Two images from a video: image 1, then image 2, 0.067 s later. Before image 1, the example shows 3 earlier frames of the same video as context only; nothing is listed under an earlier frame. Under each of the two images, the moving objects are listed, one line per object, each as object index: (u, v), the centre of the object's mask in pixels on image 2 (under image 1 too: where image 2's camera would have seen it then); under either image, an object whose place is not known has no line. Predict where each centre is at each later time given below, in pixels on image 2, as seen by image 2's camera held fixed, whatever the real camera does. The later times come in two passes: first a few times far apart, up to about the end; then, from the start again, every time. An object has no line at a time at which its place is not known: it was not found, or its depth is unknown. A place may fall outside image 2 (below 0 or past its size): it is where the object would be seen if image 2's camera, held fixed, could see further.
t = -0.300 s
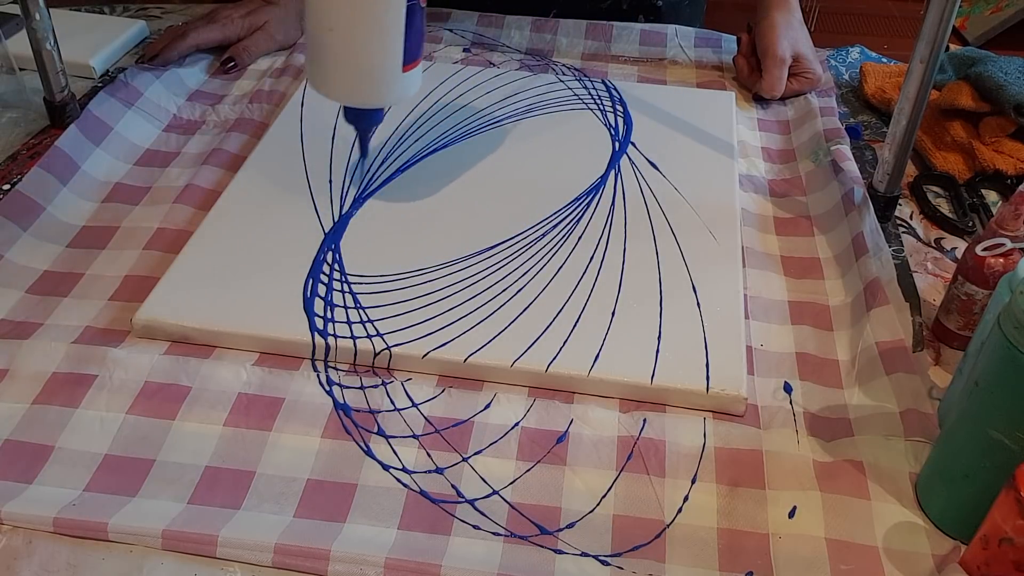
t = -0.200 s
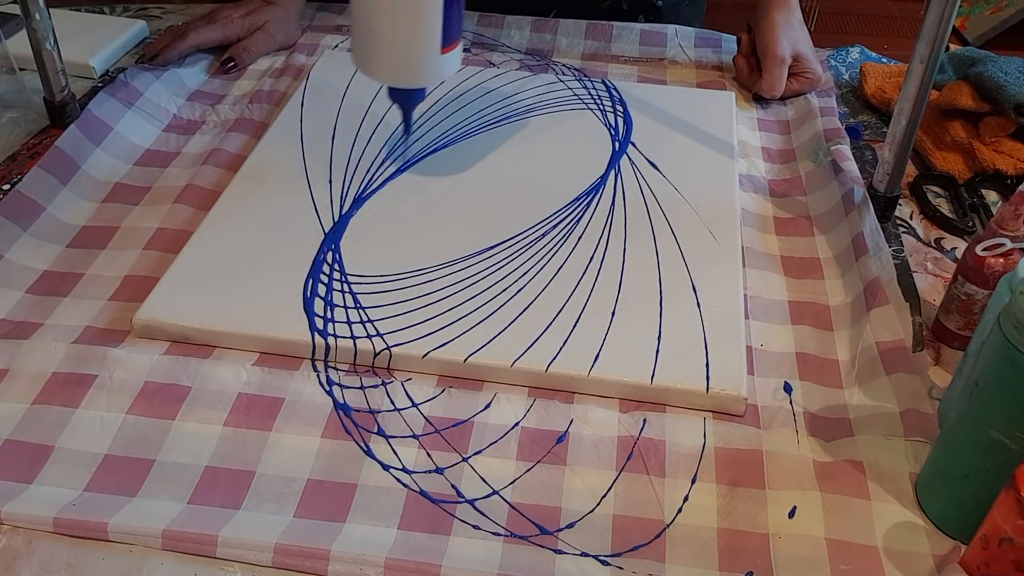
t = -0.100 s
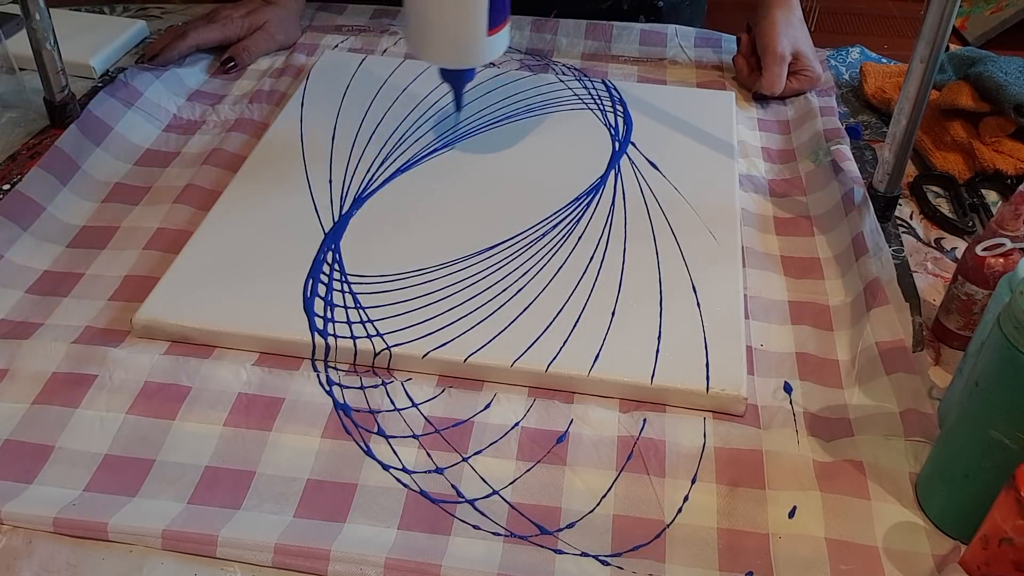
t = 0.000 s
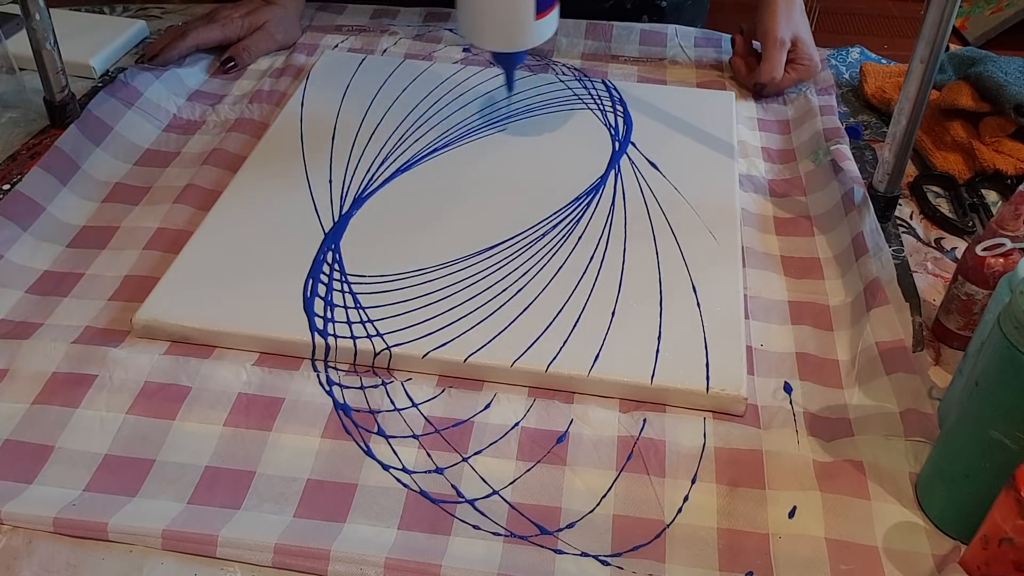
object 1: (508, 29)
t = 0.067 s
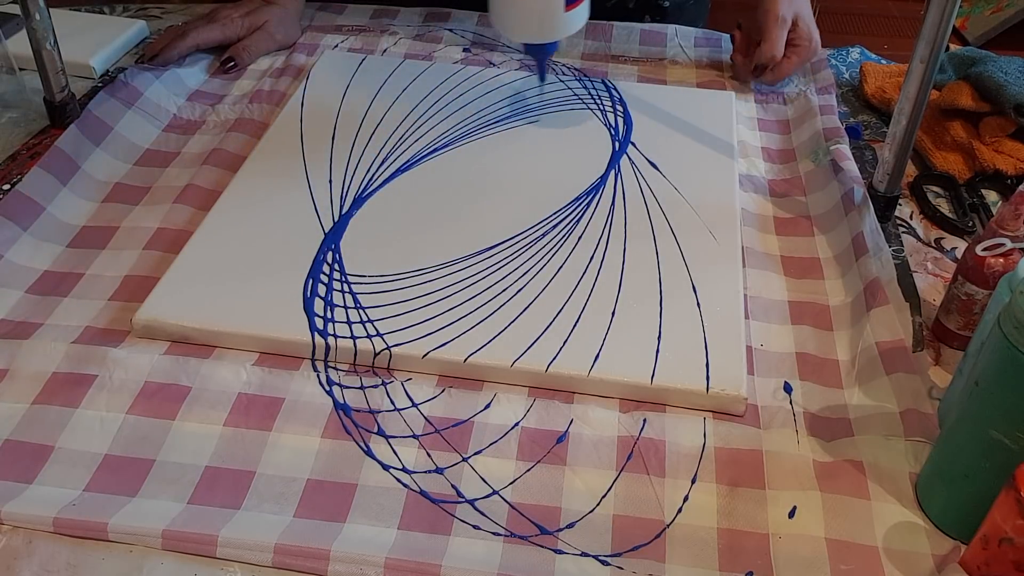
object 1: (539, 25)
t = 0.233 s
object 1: (599, 22)
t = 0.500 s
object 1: (615, 40)
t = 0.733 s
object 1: (531, 70)
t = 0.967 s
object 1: (401, 83)
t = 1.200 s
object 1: (334, 72)
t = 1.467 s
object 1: (400, 49)
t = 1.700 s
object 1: (515, 30)
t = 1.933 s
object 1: (602, 24)
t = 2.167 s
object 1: (617, 41)
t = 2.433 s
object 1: (523, 71)
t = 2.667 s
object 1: (396, 81)
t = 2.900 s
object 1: (338, 69)
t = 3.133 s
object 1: (394, 50)
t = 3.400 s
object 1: (521, 30)
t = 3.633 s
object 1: (605, 27)
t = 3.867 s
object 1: (613, 43)
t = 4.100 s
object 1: (532, 69)
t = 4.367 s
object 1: (391, 79)
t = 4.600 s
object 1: (341, 66)
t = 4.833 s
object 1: (401, 48)
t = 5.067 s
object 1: (512, 32)
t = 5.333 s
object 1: (606, 29)
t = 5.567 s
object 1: (609, 45)
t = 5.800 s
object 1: (523, 70)
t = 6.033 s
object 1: (402, 78)
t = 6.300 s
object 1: (345, 64)
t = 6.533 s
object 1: (410, 46)
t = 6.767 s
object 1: (518, 32)
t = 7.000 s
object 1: (600, 30)
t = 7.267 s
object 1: (604, 47)
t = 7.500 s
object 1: (516, 70)
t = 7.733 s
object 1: (398, 76)
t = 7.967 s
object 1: (349, 64)
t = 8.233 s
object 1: (418, 45)
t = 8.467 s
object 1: (524, 33)
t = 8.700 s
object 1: (602, 32)
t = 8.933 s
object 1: (605, 47)
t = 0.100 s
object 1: (553, 23)
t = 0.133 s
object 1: (567, 23)
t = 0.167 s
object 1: (578, 22)
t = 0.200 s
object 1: (589, 22)
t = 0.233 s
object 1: (599, 22)
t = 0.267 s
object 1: (607, 23)
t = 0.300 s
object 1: (614, 24)
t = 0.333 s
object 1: (619, 26)
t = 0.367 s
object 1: (622, 28)
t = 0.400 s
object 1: (624, 31)
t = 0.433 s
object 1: (623, 33)
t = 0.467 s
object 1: (620, 37)
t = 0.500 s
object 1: (615, 40)
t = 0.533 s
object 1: (608, 45)
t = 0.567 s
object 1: (600, 49)
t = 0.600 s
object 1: (590, 53)
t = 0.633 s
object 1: (577, 57)
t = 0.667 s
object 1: (563, 62)
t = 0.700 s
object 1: (547, 66)
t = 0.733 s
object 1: (531, 70)
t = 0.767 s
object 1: (513, 73)
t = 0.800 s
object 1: (494, 76)
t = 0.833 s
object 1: (475, 78)
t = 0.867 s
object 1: (456, 80)
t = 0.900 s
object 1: (437, 82)
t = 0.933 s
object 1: (419, 83)
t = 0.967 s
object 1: (401, 83)
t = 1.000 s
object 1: (385, 83)
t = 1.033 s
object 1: (371, 82)
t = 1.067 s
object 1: (358, 80)
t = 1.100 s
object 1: (348, 78)
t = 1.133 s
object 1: (341, 77)
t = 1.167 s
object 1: (336, 74)
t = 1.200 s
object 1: (334, 72)
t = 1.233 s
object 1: (334, 70)
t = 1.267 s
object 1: (337, 67)
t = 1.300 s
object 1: (343, 64)
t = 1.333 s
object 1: (351, 62)
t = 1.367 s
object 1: (361, 58)
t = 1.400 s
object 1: (373, 55)
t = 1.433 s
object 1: (386, 52)
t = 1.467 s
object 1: (400, 49)
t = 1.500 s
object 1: (416, 46)
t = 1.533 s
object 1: (432, 43)
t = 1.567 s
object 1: (448, 40)
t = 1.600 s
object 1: (465, 37)
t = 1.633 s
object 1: (482, 35)
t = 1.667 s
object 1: (498, 32)
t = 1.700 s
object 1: (515, 30)
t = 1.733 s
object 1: (530, 28)
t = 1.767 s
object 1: (544, 27)
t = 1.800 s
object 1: (559, 25)
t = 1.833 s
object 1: (571, 24)
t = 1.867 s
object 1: (583, 24)
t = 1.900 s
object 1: (593, 24)
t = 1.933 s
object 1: (602, 24)
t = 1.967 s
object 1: (609, 26)
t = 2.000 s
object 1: (616, 27)
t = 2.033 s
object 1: (620, 29)
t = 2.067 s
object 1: (622, 31)
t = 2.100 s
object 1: (622, 33)
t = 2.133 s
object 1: (620, 36)
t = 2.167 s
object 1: (617, 41)
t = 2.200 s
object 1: (611, 44)
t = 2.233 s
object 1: (604, 48)
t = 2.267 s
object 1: (594, 52)
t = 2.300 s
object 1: (583, 56)
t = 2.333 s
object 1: (570, 60)
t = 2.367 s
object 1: (556, 64)
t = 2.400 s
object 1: (540, 67)
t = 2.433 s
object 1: (523, 71)
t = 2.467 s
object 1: (505, 74)
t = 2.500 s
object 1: (486, 76)
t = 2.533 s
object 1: (468, 78)
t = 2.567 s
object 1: (449, 80)
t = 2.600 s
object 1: (430, 81)
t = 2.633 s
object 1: (413, 81)
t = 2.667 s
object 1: (396, 81)
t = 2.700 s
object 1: (381, 81)
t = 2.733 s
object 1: (368, 79)
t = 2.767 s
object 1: (357, 76)
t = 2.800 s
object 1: (348, 76)
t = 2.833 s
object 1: (342, 74)
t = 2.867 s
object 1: (339, 72)
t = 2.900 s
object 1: (338, 69)
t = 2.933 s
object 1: (339, 67)
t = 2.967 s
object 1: (343, 64)
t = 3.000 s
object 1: (350, 61)
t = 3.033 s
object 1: (358, 58)
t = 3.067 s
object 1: (368, 55)
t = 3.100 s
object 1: (380, 53)
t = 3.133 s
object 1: (394, 50)
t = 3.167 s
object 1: (408, 46)
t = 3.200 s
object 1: (424, 44)
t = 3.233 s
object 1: (440, 42)
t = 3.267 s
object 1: (456, 39)
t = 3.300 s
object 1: (473, 37)
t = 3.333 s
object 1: (489, 34)
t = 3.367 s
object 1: (505, 32)
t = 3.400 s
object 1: (521, 30)
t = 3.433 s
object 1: (536, 29)
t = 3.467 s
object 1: (550, 28)
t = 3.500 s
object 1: (564, 26)
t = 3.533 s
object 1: (576, 26)
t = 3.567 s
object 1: (587, 26)
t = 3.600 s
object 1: (596, 27)
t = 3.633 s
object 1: (605, 27)
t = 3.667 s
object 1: (611, 28)
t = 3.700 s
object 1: (616, 30)
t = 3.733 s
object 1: (619, 32)
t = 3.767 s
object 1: (621, 34)
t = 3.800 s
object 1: (620, 36)
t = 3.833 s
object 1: (618, 39)
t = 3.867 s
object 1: (613, 43)
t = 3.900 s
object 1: (607, 47)
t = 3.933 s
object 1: (598, 50)
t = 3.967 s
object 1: (588, 54)
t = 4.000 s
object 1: (577, 58)
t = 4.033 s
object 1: (563, 61)
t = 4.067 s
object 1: (548, 65)
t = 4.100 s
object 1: (532, 69)
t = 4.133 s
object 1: (515, 72)
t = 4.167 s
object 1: (496, 74)
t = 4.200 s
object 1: (478, 76)
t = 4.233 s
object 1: (459, 77)
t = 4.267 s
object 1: (441, 79)
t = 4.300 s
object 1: (424, 80)
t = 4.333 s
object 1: (407, 80)
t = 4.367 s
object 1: (391, 79)
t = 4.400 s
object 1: (377, 79)
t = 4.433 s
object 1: (365, 77)
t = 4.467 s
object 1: (355, 74)
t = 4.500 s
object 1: (348, 73)
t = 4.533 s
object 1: (343, 71)
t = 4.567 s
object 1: (341, 69)
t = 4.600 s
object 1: (341, 66)
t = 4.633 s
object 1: (343, 64)
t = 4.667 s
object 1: (348, 61)
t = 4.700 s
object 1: (355, 59)
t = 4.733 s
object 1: (365, 56)
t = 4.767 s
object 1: (375, 53)
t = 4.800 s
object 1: (388, 51)
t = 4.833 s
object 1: (401, 48)
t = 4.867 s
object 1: (416, 45)
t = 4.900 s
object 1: (431, 43)
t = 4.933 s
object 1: (448, 40)
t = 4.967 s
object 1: (464, 38)
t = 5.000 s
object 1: (480, 36)
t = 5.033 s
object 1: (496, 34)
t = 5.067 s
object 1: (512, 32)
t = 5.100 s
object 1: (527, 30)
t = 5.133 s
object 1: (542, 29)
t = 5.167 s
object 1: (554, 28)
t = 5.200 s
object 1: (568, 28)
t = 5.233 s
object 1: (579, 28)
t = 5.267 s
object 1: (589, 27)
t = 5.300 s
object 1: (598, 28)
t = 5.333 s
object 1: (606, 29)
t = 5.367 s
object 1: (611, 30)
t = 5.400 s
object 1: (615, 32)
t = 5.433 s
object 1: (618, 34)
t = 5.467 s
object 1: (619, 36)
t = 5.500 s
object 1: (617, 38)
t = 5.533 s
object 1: (614, 42)
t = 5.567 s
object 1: (609, 45)
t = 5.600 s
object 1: (601, 48)
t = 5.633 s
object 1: (592, 52)
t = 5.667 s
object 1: (582, 56)
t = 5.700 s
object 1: (569, 60)
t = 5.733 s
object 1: (555, 63)
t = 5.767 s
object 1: (539, 66)
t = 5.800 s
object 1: (523, 70)
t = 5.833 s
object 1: (506, 72)
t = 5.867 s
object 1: (488, 74)
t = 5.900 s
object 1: (470, 76)
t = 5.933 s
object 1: (452, 77)
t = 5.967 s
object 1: (435, 78)
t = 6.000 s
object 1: (418, 78)
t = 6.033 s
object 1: (402, 78)
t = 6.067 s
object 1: (388, 77)
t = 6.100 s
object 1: (375, 76)
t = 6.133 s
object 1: (364, 75)
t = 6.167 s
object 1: (355, 72)
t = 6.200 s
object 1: (350, 70)
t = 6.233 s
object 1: (346, 68)
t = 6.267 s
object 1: (345, 66)
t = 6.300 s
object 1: (345, 64)
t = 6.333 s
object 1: (349, 61)
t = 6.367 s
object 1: (355, 59)
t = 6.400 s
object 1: (362, 56)
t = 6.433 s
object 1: (372, 54)
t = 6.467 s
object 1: (383, 51)
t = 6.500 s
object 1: (396, 49)
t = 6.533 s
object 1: (410, 46)
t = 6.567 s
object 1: (424, 44)
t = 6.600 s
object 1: (440, 42)
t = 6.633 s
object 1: (455, 39)
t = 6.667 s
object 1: (471, 37)
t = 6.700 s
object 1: (487, 35)
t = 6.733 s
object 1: (503, 34)
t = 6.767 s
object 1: (518, 32)
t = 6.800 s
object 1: (533, 31)
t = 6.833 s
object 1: (547, 30)
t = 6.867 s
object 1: (560, 29)
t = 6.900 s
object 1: (572, 29)
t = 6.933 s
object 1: (582, 29)
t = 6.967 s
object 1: (592, 29)
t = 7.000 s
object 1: (600, 30)
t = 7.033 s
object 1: (607, 31)
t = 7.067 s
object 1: (612, 32)
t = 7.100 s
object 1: (615, 34)
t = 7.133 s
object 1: (617, 36)
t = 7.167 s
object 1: (616, 38)
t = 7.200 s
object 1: (614, 41)
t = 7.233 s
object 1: (610, 44)
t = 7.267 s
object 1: (604, 47)
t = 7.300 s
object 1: (596, 51)
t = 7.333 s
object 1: (586, 54)
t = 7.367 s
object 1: (575, 58)
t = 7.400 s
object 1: (562, 61)
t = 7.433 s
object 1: (548, 64)
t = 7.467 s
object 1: (532, 68)
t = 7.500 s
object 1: (516, 70)
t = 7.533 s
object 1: (499, 72)
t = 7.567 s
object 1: (481, 74)
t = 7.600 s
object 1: (464, 75)
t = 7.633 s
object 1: (446, 76)
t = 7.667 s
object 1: (430, 77)
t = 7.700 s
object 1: (414, 77)
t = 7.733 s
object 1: (398, 76)
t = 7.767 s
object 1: (385, 75)
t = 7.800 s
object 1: (373, 74)
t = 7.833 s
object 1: (364, 71)
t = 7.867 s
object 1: (357, 70)
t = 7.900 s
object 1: (352, 68)
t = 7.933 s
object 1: (349, 66)
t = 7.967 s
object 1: (349, 64)
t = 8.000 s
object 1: (351, 61)
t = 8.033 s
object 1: (355, 59)
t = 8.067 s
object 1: (361, 57)
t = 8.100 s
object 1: (369, 54)
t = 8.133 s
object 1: (379, 52)
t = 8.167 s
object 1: (391, 50)
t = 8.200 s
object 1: (404, 47)
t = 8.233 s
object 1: (418, 45)
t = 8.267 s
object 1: (432, 43)
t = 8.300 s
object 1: (447, 41)
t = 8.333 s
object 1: (463, 39)
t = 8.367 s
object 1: (478, 37)
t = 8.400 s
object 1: (494, 35)
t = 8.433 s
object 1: (509, 34)
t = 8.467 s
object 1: (524, 33)
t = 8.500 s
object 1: (538, 32)
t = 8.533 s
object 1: (552, 31)
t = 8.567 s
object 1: (564, 30)
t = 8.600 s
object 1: (576, 30)
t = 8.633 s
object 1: (586, 31)
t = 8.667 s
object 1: (594, 31)
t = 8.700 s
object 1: (602, 32)
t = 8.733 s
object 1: (607, 34)
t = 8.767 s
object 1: (612, 35)
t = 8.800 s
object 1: (614, 37)
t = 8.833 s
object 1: (615, 39)
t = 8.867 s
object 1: (613, 42)
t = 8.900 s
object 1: (611, 44)
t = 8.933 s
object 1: (605, 47)
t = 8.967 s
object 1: (599, 50)
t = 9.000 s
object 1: (590, 54)
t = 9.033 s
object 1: (580, 57)
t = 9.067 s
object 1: (568, 60)
